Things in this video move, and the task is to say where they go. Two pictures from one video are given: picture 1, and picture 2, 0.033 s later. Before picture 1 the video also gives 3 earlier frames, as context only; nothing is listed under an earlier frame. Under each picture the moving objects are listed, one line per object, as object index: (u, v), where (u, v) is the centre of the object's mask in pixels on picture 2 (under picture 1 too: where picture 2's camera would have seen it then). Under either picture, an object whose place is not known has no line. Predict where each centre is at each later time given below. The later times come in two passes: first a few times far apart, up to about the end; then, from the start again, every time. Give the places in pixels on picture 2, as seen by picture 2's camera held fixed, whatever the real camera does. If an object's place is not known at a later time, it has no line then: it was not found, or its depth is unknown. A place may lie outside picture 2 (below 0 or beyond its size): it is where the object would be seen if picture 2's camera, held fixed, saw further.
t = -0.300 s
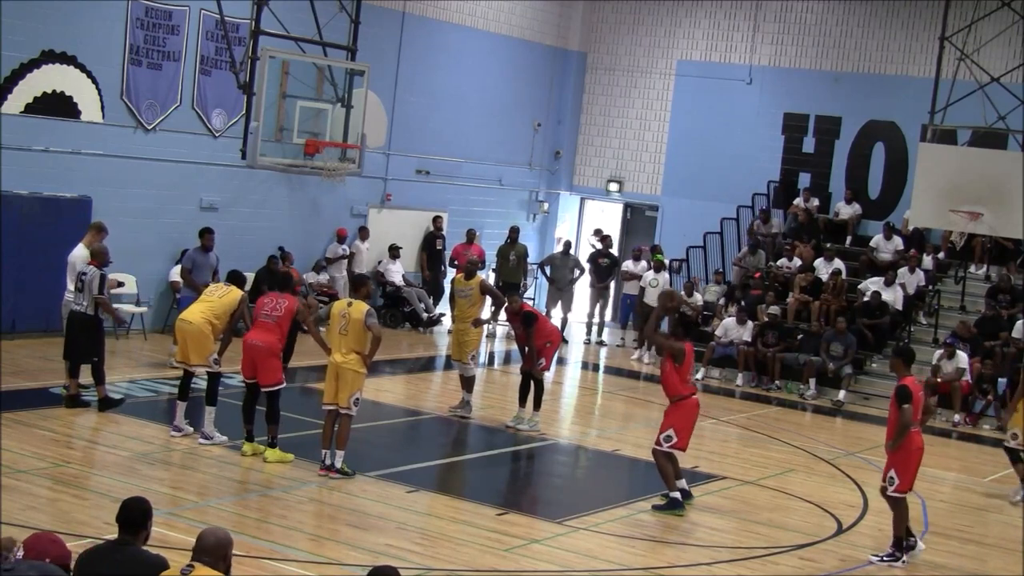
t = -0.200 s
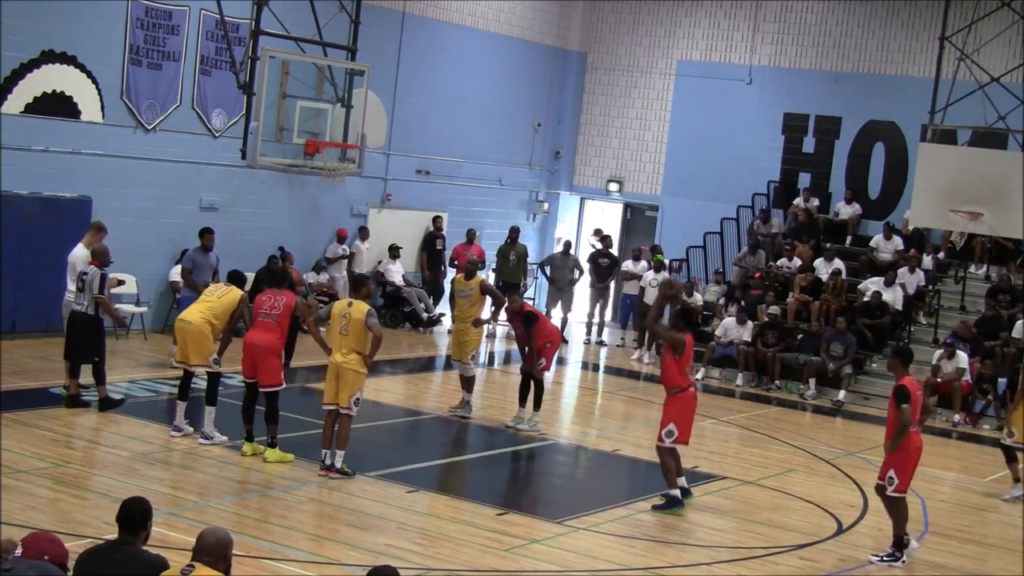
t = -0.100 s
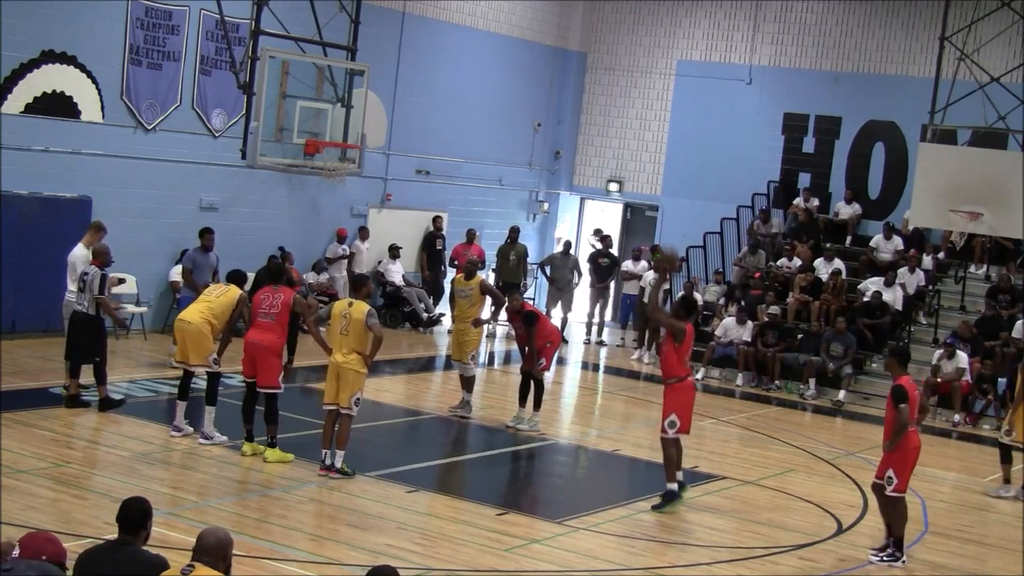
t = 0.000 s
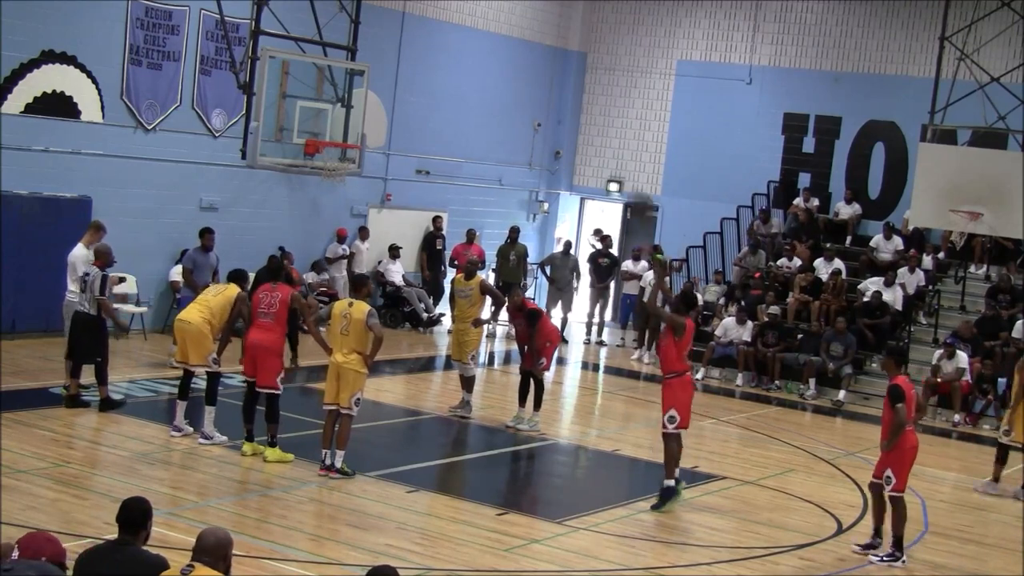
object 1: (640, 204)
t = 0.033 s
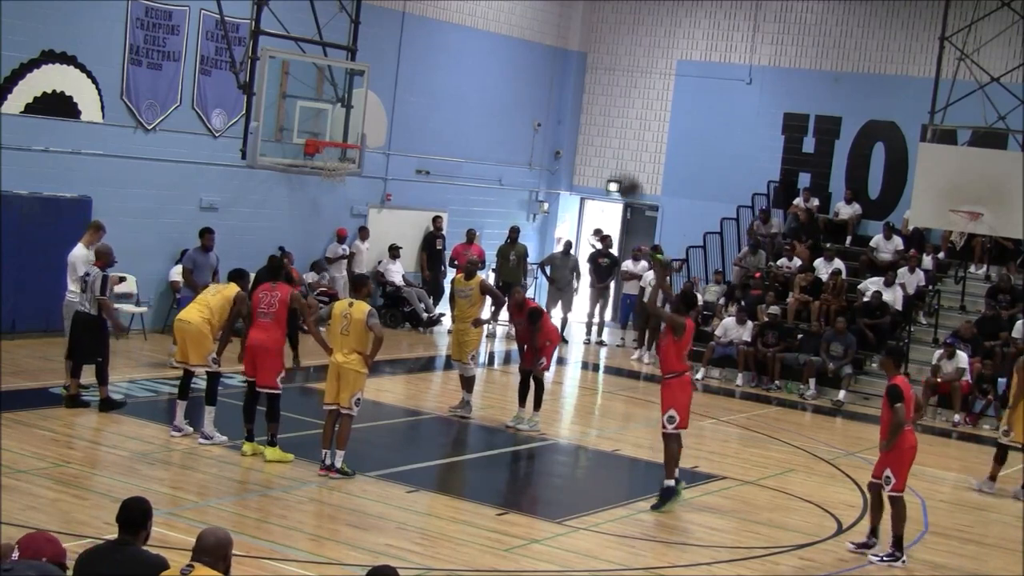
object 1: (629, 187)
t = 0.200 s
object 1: (571, 121)
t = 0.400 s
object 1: (501, 79)
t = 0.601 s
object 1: (433, 76)
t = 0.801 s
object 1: (364, 110)
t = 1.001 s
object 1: (355, 163)
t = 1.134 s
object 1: (361, 161)
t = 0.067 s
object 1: (616, 169)
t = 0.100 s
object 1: (605, 156)
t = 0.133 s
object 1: (595, 144)
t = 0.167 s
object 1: (582, 132)
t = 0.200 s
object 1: (571, 121)
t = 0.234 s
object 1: (559, 111)
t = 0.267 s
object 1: (548, 102)
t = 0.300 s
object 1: (536, 94)
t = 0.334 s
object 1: (524, 88)
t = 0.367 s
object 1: (512, 83)
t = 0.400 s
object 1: (501, 79)
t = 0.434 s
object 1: (490, 76)
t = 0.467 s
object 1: (478, 74)
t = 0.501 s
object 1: (467, 73)
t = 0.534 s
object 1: (456, 73)
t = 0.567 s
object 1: (444, 74)
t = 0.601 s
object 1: (433, 76)
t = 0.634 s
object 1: (422, 79)
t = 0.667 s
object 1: (409, 84)
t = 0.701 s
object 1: (397, 89)
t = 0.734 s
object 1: (387, 95)
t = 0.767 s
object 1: (374, 102)
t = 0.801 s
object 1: (364, 110)
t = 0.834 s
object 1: (353, 120)
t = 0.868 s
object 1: (340, 128)
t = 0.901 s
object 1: (329, 136)
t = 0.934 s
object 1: (336, 153)
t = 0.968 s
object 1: (346, 159)
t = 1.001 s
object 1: (355, 163)
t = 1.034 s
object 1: (359, 163)
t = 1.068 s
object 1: (361, 161)
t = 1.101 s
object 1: (361, 161)
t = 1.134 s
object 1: (361, 161)
